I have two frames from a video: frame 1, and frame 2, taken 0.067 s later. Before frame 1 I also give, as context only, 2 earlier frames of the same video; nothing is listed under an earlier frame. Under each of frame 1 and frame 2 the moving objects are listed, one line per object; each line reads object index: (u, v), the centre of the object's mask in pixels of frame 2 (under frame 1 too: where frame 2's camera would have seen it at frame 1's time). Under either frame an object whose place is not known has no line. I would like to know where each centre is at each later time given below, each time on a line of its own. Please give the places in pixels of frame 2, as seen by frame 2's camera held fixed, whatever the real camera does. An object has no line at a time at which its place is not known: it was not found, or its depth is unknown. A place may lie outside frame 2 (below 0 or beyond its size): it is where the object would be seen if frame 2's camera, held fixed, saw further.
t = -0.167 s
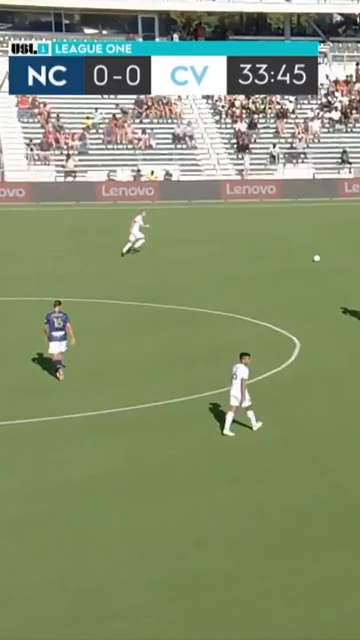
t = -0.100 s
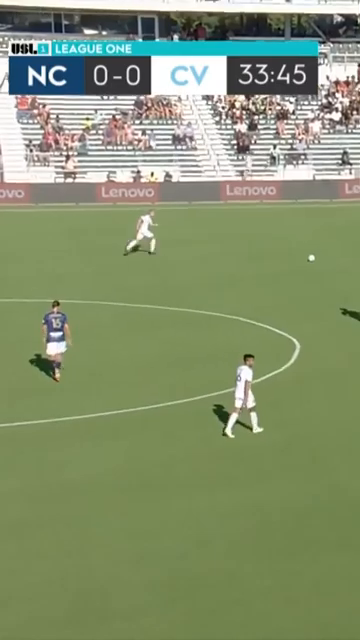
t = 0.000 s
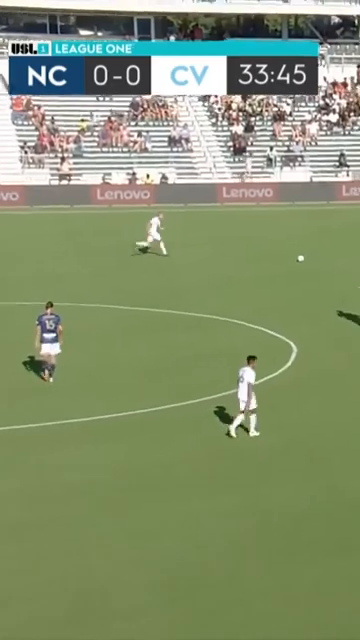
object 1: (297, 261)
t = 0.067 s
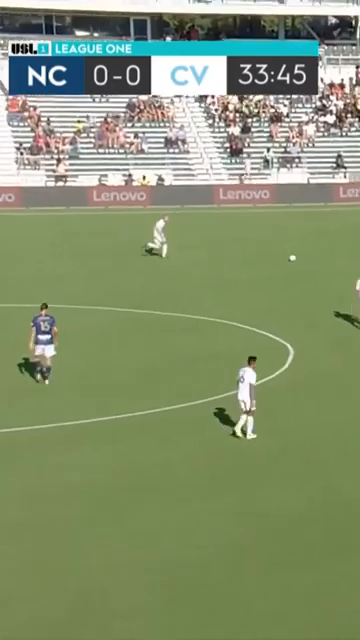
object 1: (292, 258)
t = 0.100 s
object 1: (289, 258)
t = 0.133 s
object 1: (286, 258)
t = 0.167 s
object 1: (283, 257)
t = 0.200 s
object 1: (280, 256)
